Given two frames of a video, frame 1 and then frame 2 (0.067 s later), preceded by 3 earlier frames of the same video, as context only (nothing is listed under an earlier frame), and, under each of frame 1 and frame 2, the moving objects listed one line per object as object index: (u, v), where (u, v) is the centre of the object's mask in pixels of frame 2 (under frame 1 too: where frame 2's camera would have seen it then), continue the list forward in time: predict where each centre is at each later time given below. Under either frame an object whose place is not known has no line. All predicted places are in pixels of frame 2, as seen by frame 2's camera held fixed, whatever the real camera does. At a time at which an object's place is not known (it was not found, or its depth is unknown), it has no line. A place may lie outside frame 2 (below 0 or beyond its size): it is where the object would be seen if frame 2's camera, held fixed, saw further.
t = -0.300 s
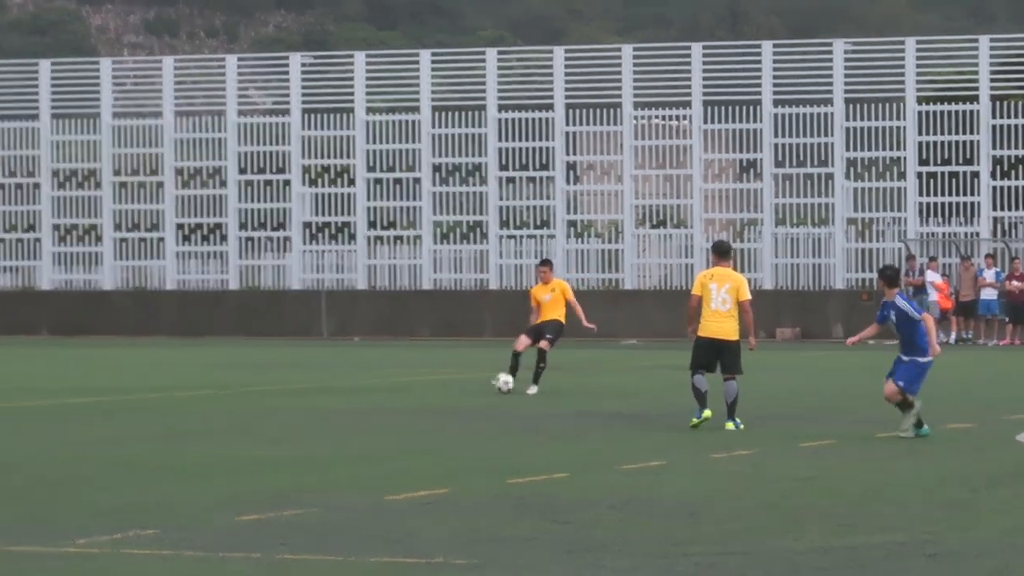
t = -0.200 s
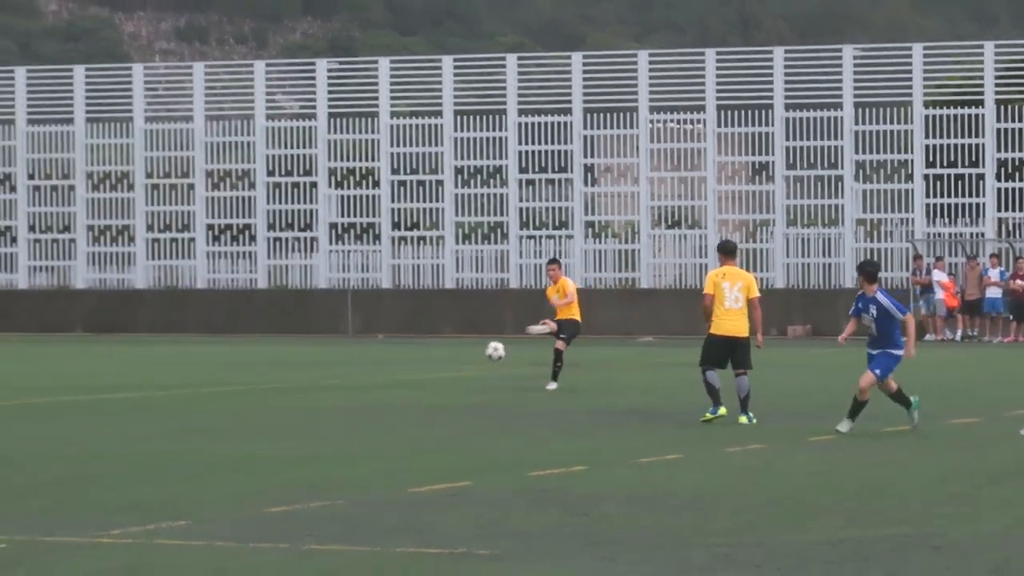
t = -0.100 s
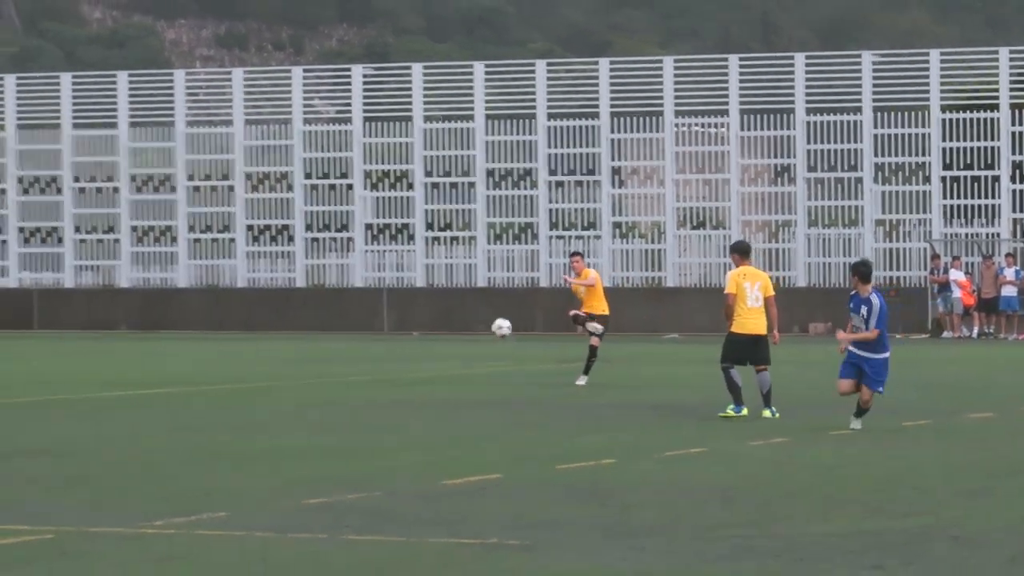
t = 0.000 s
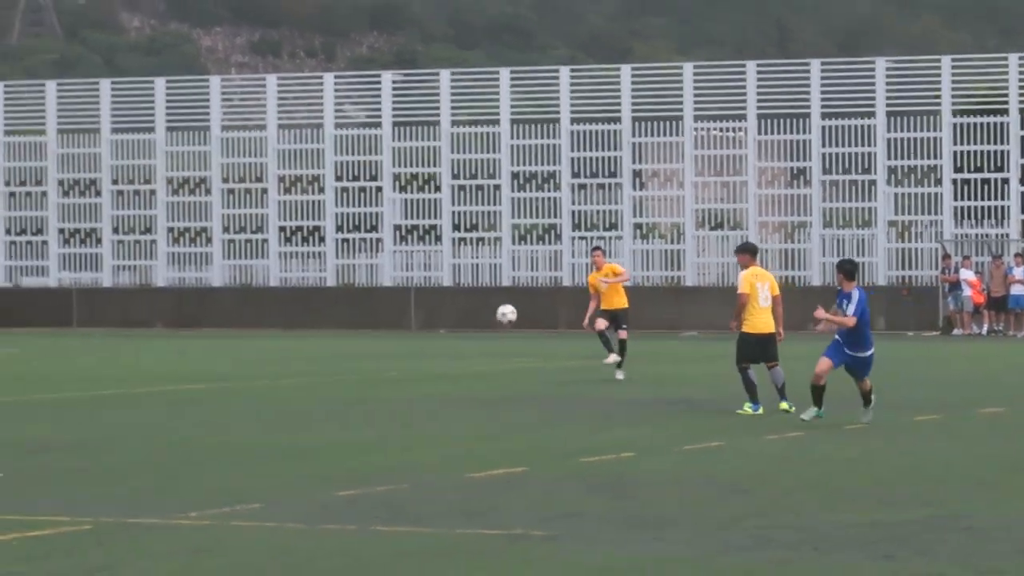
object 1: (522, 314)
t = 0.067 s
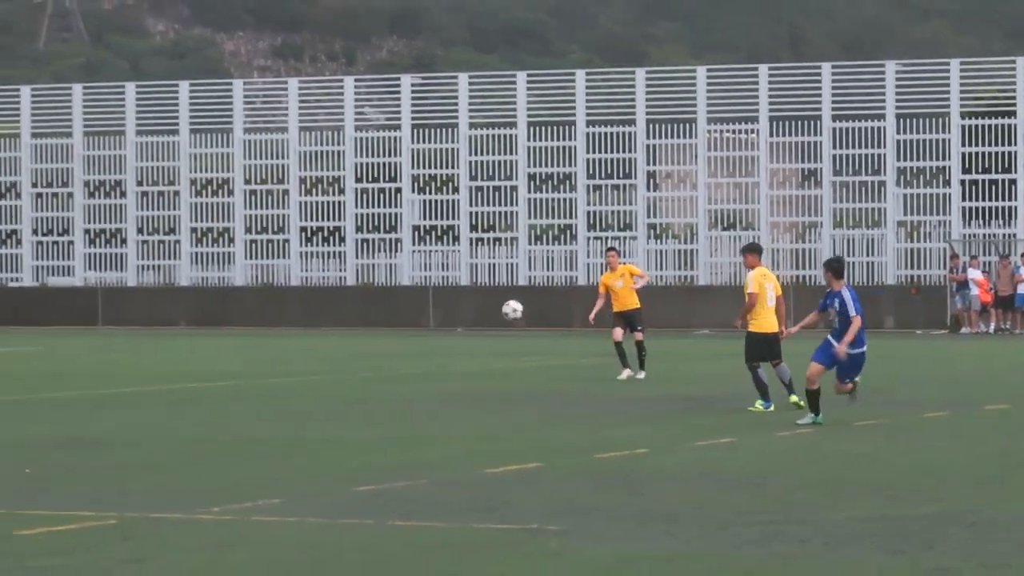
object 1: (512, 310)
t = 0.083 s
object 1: (511, 310)
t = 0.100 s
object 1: (509, 311)
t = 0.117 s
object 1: (507, 311)
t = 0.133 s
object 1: (505, 311)
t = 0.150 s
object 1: (503, 311)
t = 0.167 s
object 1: (502, 313)
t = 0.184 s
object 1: (501, 315)
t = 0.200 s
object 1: (500, 315)
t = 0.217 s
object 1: (499, 318)
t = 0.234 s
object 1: (497, 320)
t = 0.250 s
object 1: (497, 322)
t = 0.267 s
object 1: (496, 325)
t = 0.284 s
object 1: (496, 328)
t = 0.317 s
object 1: (495, 336)
